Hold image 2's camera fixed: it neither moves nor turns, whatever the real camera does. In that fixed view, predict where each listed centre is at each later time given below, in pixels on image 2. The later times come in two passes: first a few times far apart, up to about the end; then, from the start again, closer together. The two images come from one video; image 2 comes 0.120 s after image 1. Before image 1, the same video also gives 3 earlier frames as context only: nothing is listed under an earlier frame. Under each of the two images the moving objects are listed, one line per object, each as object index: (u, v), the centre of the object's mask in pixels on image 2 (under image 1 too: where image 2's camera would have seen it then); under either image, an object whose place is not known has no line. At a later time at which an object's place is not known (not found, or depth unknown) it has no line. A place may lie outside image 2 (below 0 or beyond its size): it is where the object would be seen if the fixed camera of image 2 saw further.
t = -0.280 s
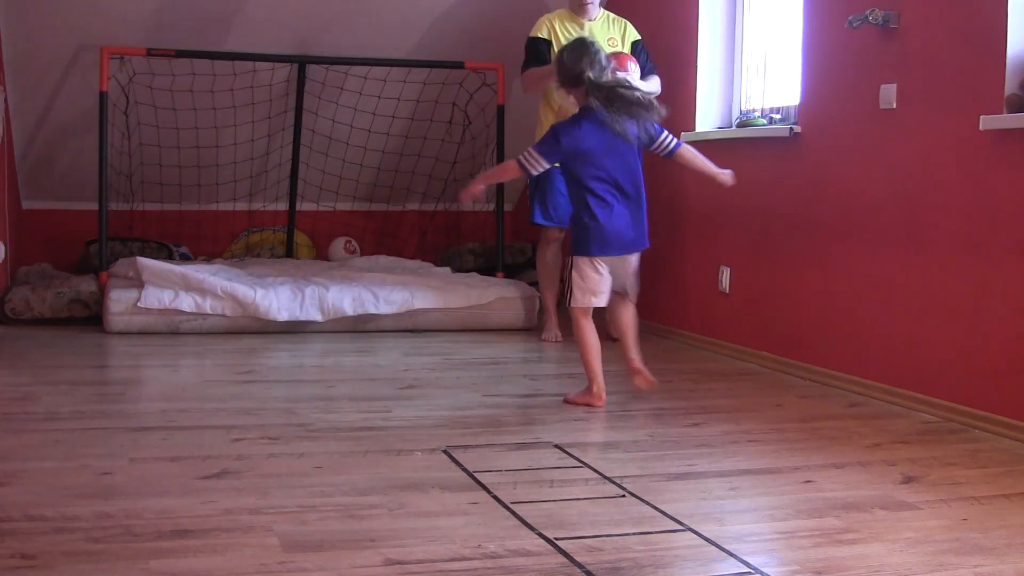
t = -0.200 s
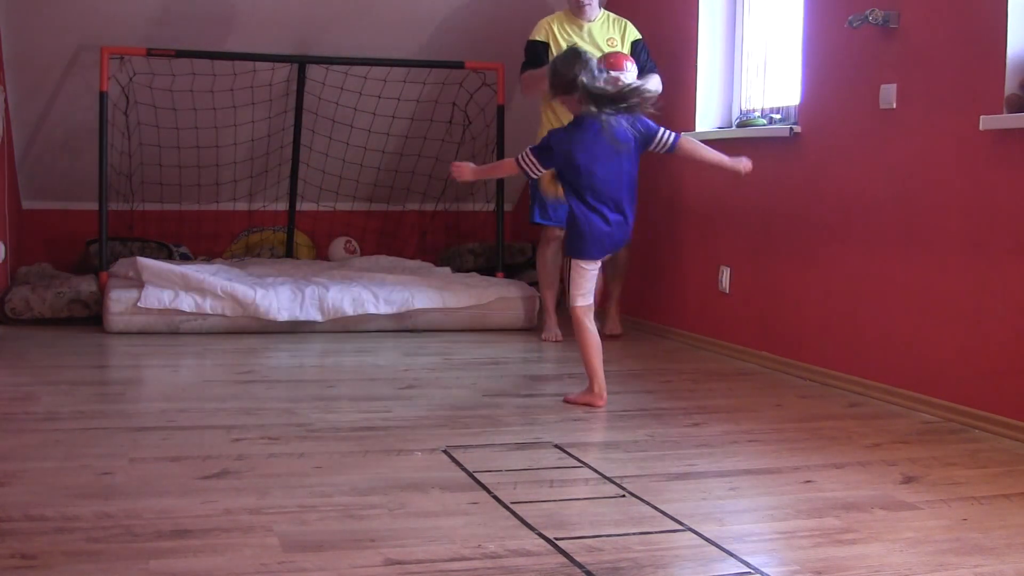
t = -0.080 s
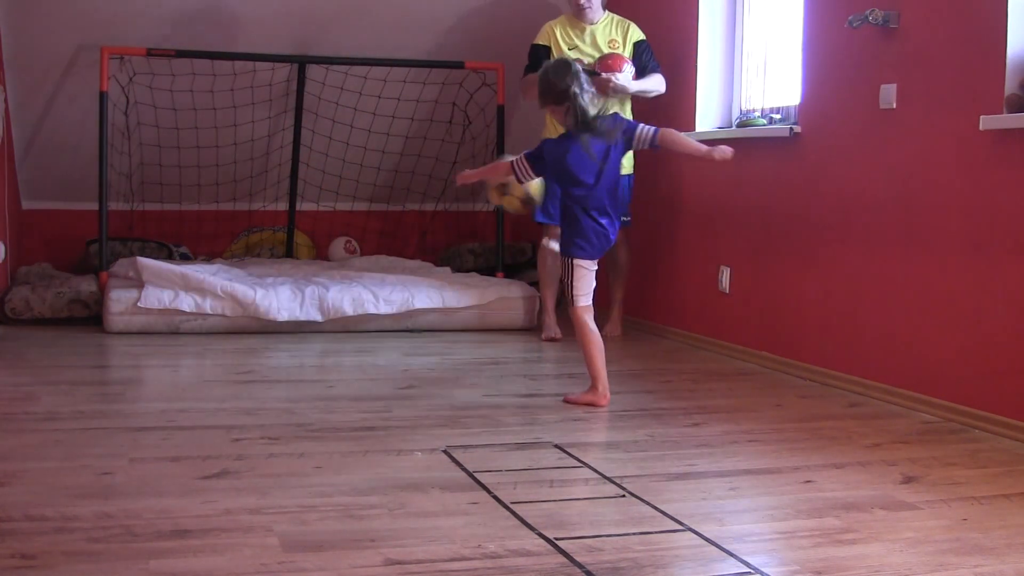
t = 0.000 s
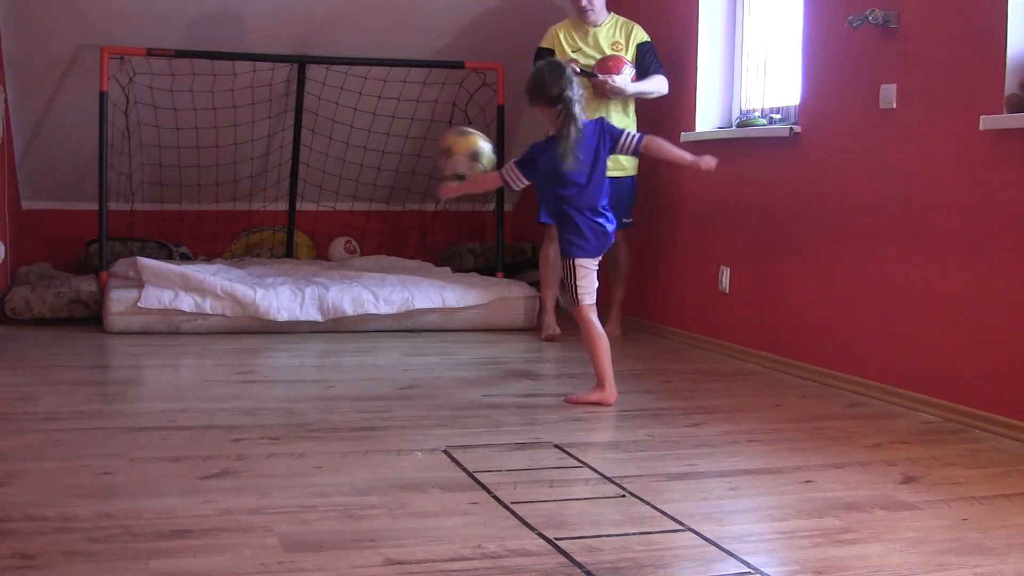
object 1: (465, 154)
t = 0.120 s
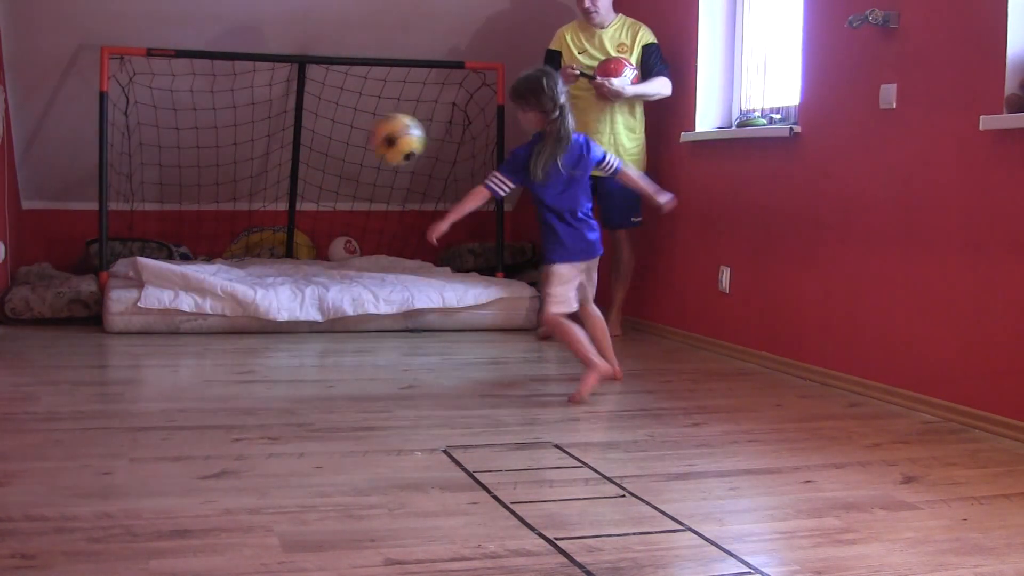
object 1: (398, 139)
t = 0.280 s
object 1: (304, 176)
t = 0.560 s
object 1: (155, 292)
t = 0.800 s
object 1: (44, 213)
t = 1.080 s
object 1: (56, 247)
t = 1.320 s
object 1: (120, 281)
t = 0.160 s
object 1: (374, 142)
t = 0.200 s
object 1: (352, 149)
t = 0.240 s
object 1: (326, 161)
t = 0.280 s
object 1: (304, 176)
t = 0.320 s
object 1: (282, 196)
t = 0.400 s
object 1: (238, 242)
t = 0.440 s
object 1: (216, 273)
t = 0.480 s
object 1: (196, 308)
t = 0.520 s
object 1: (176, 319)
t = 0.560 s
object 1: (155, 292)
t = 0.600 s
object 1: (135, 268)
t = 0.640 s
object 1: (119, 251)
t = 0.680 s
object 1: (100, 237)
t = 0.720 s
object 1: (81, 225)
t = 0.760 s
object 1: (63, 217)
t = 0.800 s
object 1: (44, 213)
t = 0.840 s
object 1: (25, 214)
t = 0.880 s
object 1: (15, 218)
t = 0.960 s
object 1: (17, 223)
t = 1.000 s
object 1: (26, 228)
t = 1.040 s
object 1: (41, 235)
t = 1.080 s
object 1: (56, 247)
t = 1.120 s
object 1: (70, 261)
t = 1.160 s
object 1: (85, 284)
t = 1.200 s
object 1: (96, 306)
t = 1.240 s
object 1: (108, 317)
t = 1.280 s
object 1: (115, 298)
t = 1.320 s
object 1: (120, 281)
